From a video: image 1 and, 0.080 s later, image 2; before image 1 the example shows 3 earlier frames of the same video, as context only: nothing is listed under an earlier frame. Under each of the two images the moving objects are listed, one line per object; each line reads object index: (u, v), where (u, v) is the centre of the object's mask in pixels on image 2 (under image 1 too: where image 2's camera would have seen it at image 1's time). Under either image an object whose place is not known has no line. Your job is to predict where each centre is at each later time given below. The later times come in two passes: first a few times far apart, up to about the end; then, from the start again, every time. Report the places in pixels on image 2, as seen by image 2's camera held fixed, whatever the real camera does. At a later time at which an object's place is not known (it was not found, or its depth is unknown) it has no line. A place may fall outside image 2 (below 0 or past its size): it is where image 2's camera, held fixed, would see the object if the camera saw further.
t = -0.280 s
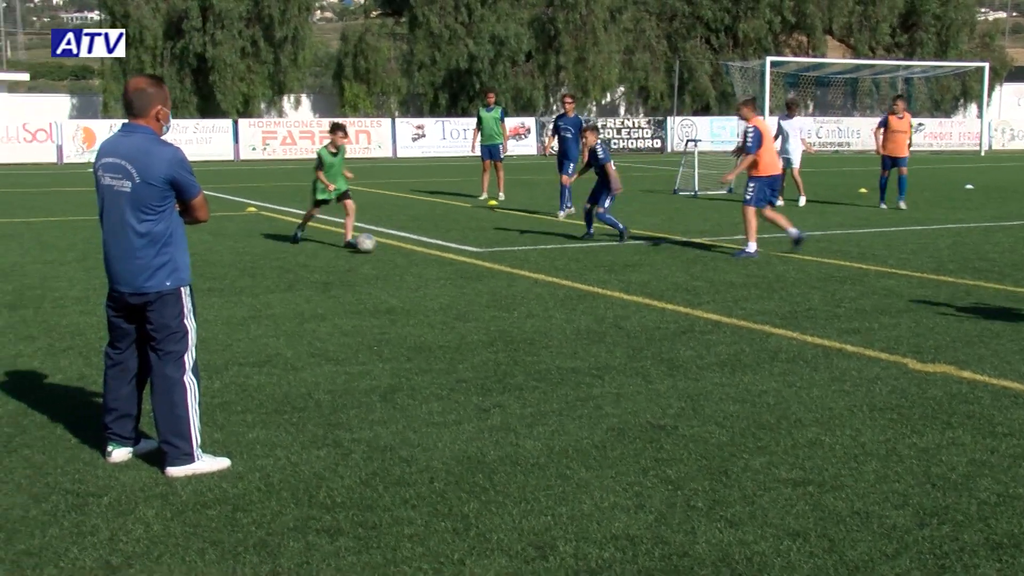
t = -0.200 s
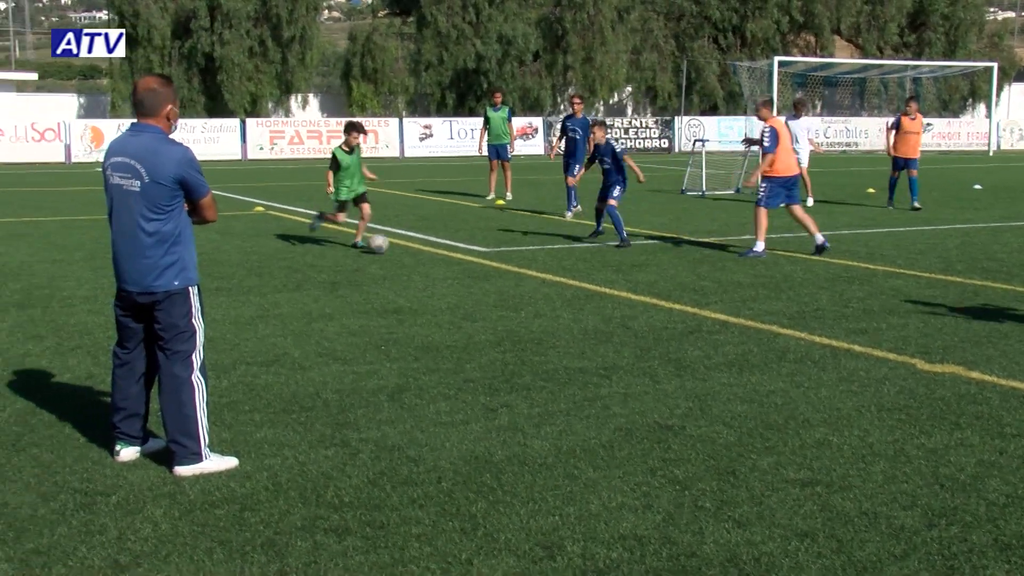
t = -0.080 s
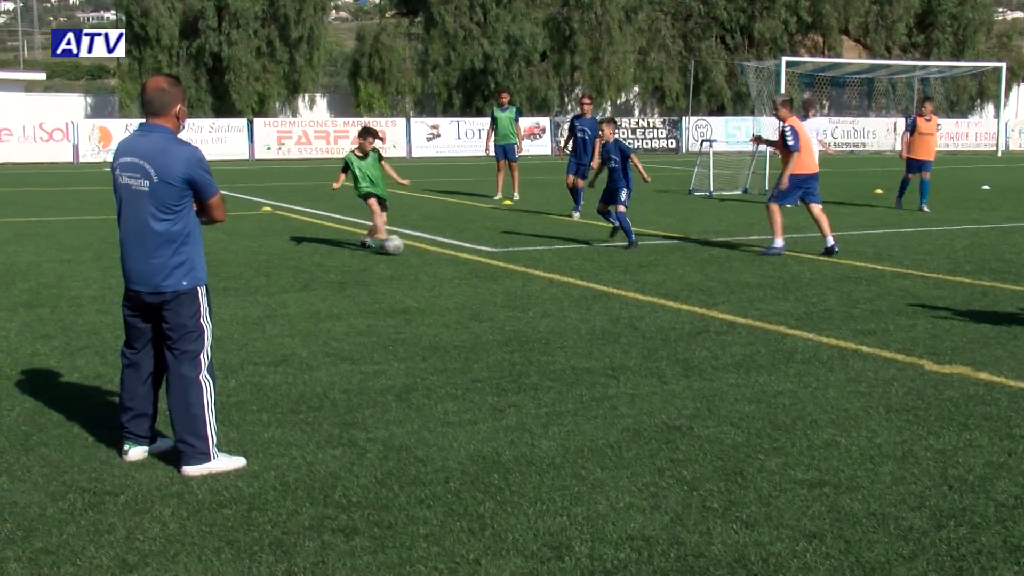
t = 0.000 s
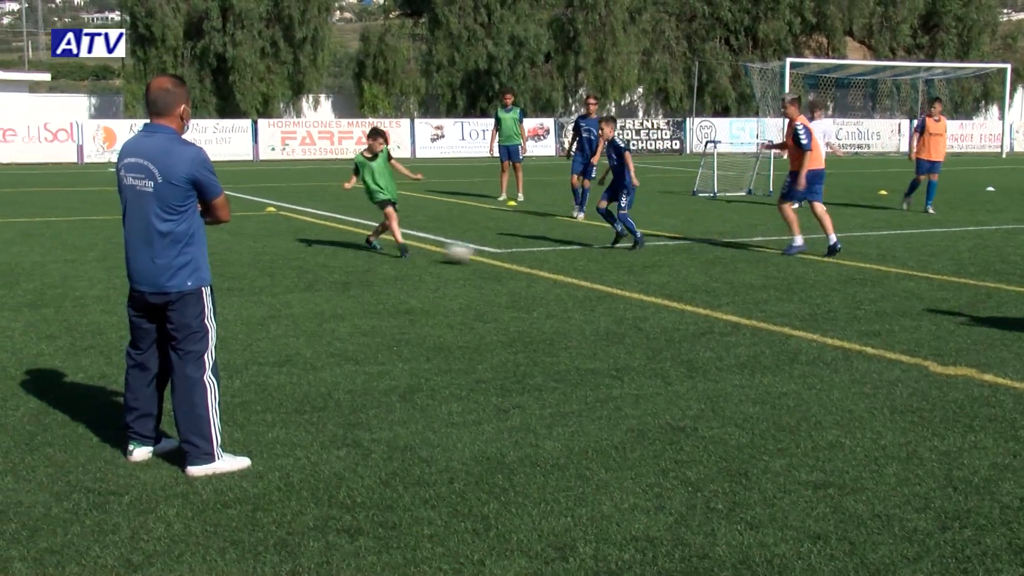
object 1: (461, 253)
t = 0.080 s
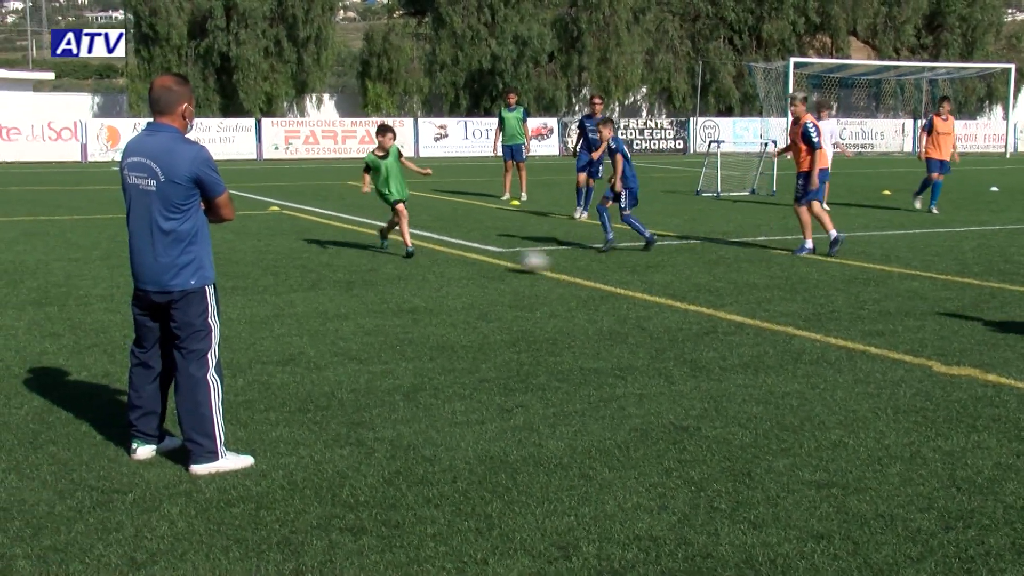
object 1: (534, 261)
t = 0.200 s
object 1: (647, 276)
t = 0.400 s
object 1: (865, 304)
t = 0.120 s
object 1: (569, 264)
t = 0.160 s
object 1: (608, 269)
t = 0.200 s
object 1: (647, 276)
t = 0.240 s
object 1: (690, 282)
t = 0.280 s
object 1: (730, 285)
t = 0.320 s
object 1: (774, 291)
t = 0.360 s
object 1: (819, 299)
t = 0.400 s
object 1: (865, 304)
